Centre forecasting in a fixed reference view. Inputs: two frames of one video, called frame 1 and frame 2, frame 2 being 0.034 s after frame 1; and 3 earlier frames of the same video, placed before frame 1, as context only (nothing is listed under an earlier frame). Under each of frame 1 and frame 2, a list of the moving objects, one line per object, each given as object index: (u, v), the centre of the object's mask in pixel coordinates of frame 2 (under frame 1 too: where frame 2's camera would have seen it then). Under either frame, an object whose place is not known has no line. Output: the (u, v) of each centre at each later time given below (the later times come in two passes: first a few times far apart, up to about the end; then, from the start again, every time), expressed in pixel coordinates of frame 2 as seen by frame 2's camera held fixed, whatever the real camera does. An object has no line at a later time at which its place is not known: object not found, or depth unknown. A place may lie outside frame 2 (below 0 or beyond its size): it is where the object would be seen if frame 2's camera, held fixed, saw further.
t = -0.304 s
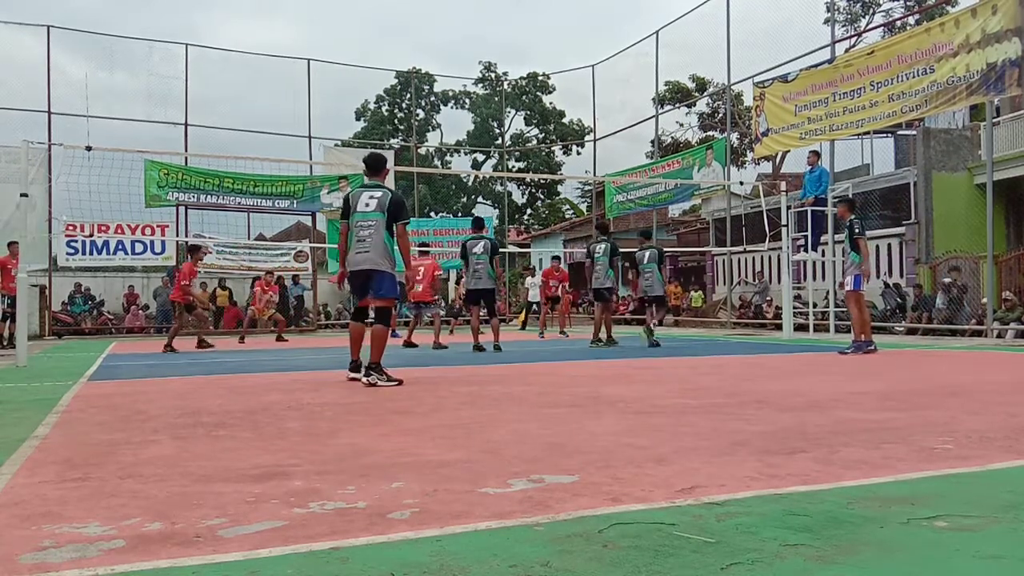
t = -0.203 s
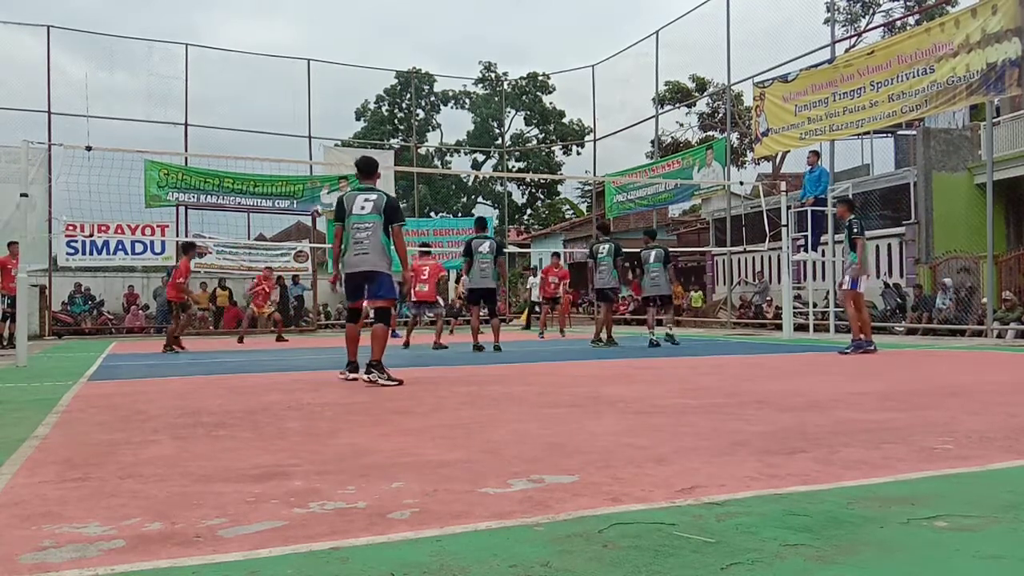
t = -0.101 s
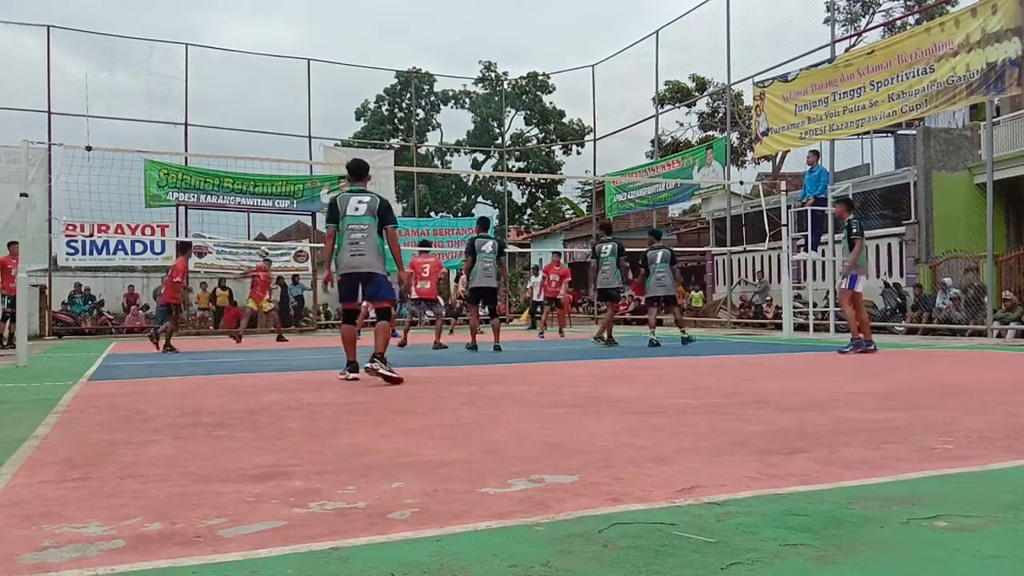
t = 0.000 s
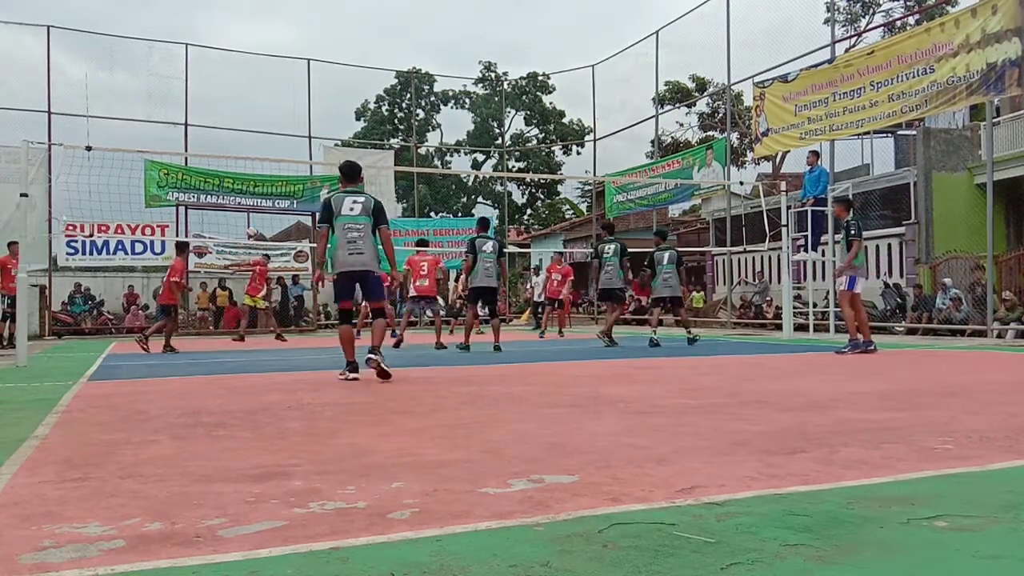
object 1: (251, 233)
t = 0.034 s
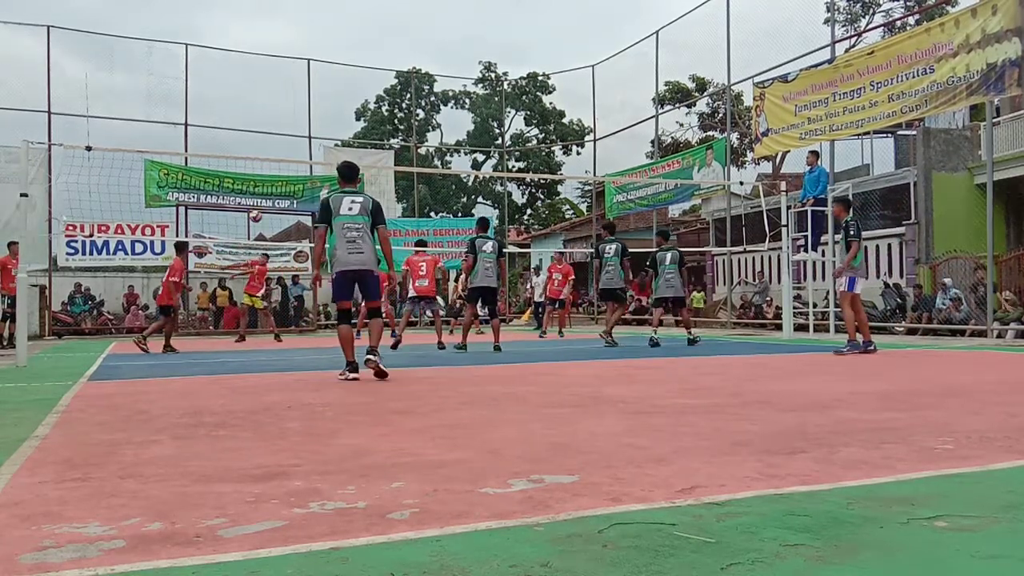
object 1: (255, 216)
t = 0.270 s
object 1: (276, 118)
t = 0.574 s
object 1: (303, 27)
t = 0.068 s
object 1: (257, 201)
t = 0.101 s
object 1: (262, 186)
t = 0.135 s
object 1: (265, 171)
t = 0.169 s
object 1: (267, 155)
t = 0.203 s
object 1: (271, 143)
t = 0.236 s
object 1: (273, 130)
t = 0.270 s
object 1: (276, 118)
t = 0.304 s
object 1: (280, 106)
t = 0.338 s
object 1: (282, 93)
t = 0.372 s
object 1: (284, 83)
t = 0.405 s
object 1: (288, 72)
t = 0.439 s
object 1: (291, 62)
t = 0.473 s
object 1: (294, 52)
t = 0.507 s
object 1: (296, 43)
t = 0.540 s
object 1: (300, 35)
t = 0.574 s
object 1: (303, 27)
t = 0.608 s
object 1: (306, 20)
